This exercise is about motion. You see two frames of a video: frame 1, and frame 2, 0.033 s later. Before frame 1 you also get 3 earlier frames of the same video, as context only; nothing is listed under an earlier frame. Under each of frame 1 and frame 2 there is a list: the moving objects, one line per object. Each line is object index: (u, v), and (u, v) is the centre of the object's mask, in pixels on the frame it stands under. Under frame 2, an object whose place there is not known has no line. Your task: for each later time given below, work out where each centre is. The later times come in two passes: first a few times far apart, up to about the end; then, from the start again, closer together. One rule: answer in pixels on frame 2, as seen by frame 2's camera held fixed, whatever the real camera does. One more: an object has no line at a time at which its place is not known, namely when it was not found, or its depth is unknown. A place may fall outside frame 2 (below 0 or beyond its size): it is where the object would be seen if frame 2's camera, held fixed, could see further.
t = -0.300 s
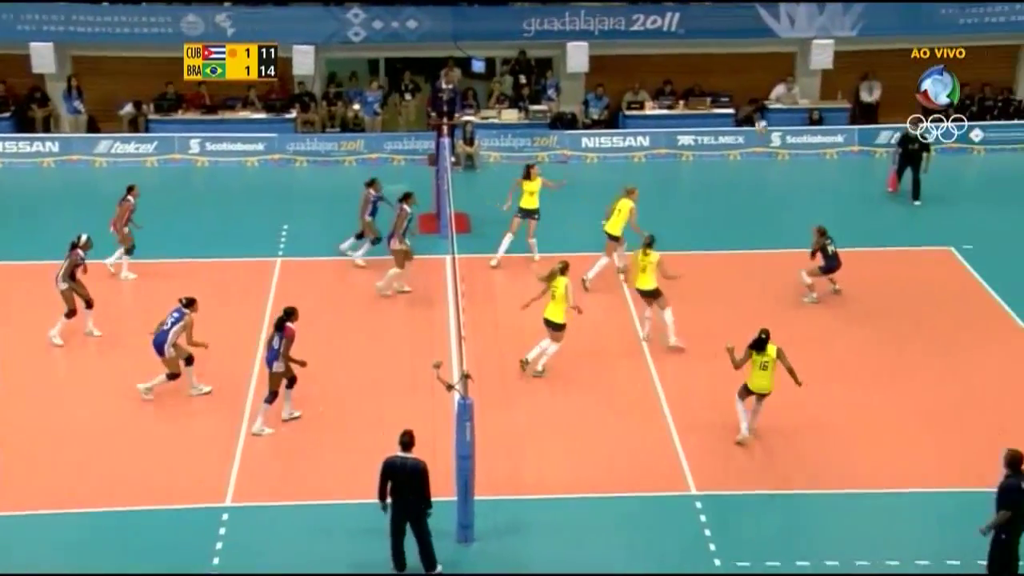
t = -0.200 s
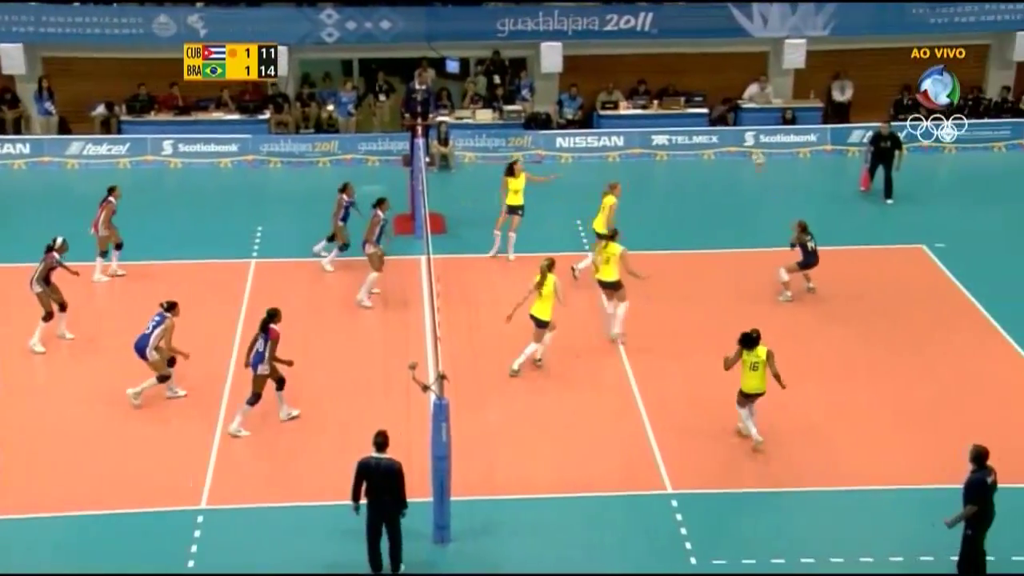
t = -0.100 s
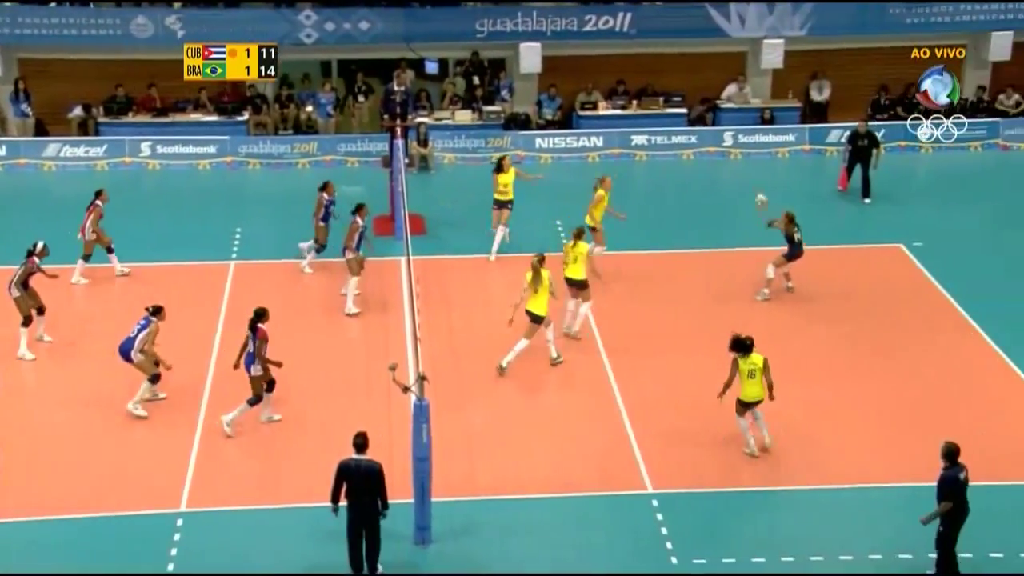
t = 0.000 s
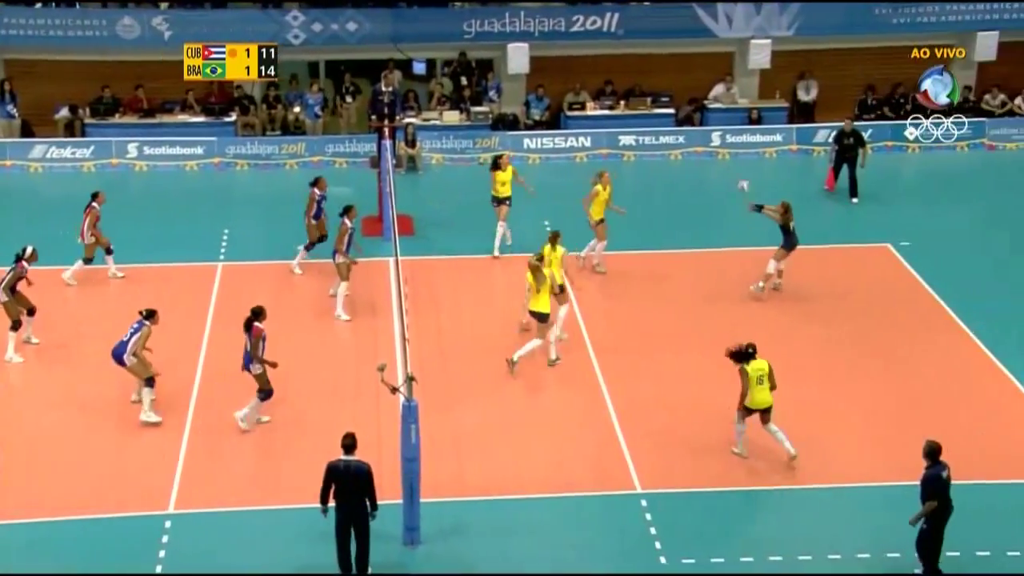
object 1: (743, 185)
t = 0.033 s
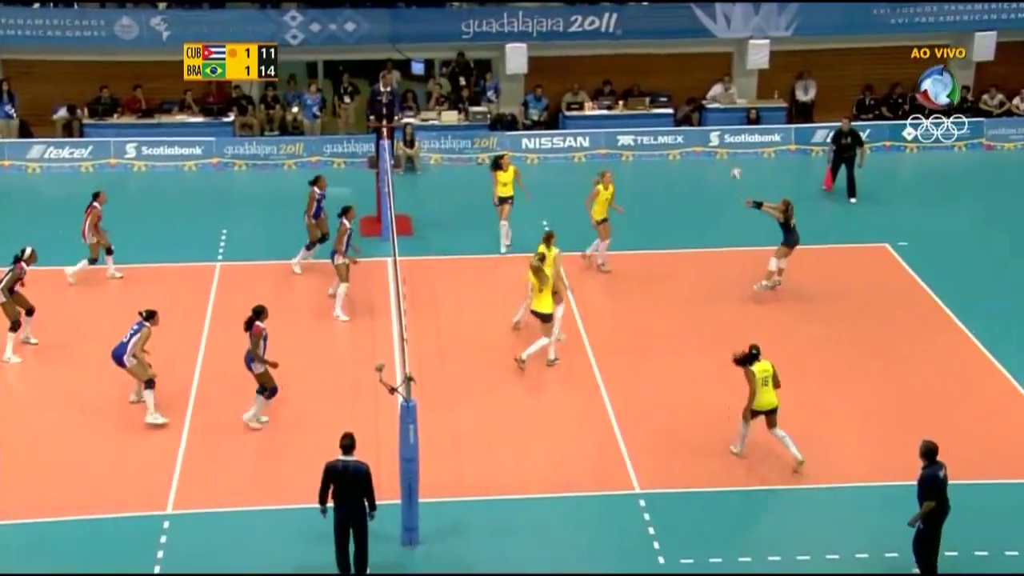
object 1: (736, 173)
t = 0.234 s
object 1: (699, 114)
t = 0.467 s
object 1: (652, 74)
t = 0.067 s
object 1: (729, 162)
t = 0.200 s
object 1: (705, 122)
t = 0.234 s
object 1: (699, 114)
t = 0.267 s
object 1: (692, 106)
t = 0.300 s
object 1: (686, 99)
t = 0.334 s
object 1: (679, 92)
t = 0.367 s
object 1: (672, 87)
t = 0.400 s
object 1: (666, 82)
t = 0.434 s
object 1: (659, 78)
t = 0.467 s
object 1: (652, 74)
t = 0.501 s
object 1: (646, 71)
